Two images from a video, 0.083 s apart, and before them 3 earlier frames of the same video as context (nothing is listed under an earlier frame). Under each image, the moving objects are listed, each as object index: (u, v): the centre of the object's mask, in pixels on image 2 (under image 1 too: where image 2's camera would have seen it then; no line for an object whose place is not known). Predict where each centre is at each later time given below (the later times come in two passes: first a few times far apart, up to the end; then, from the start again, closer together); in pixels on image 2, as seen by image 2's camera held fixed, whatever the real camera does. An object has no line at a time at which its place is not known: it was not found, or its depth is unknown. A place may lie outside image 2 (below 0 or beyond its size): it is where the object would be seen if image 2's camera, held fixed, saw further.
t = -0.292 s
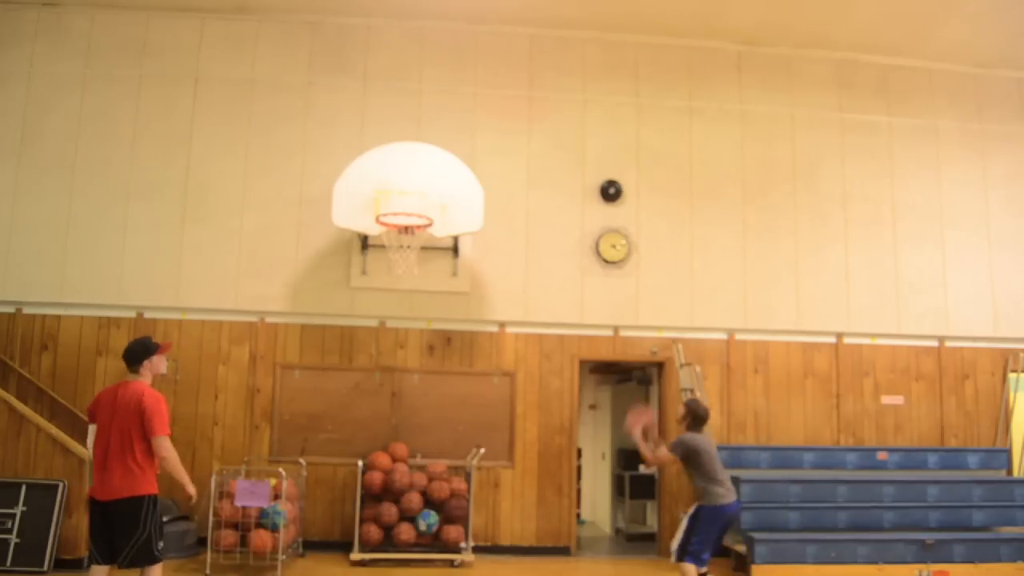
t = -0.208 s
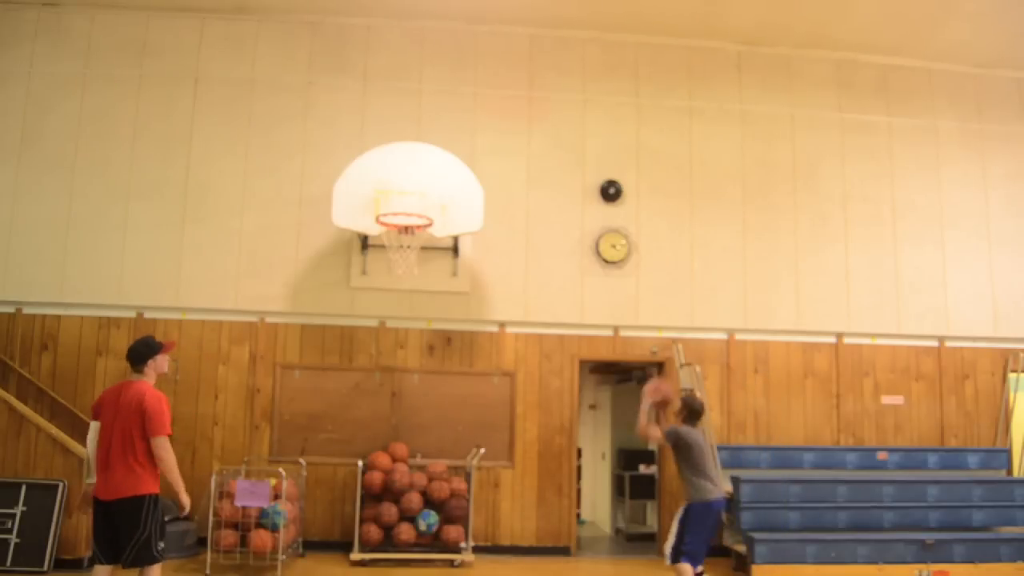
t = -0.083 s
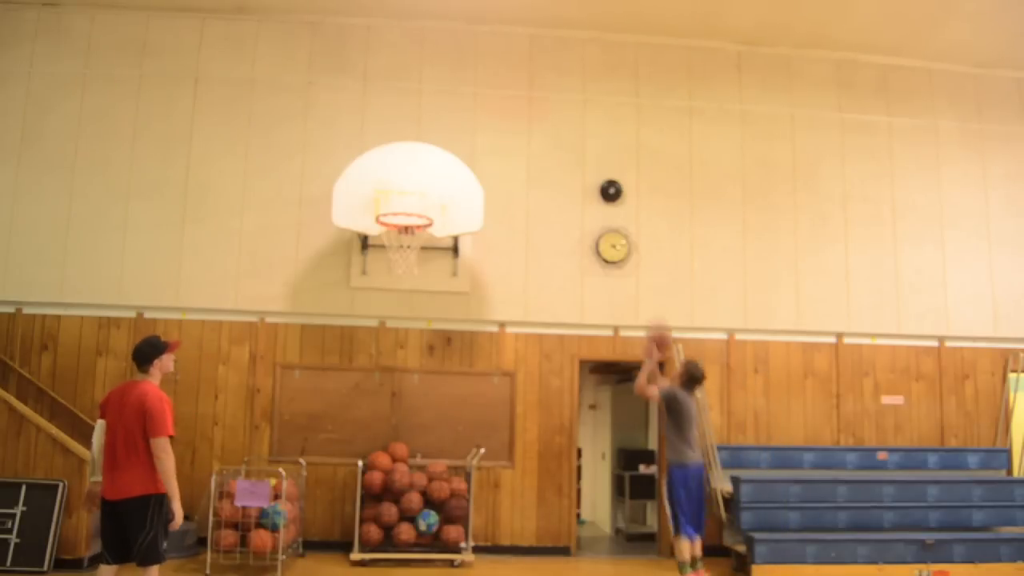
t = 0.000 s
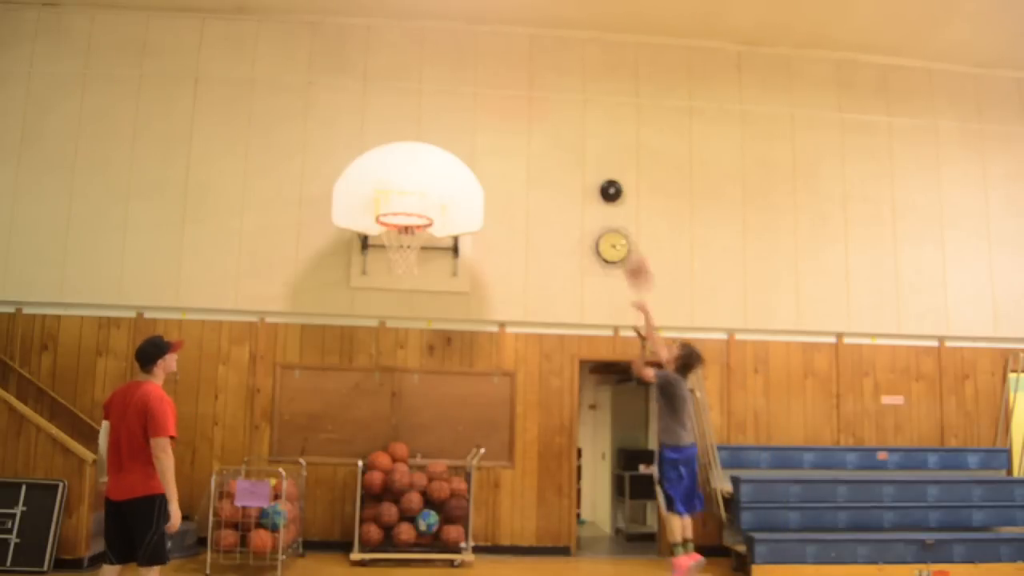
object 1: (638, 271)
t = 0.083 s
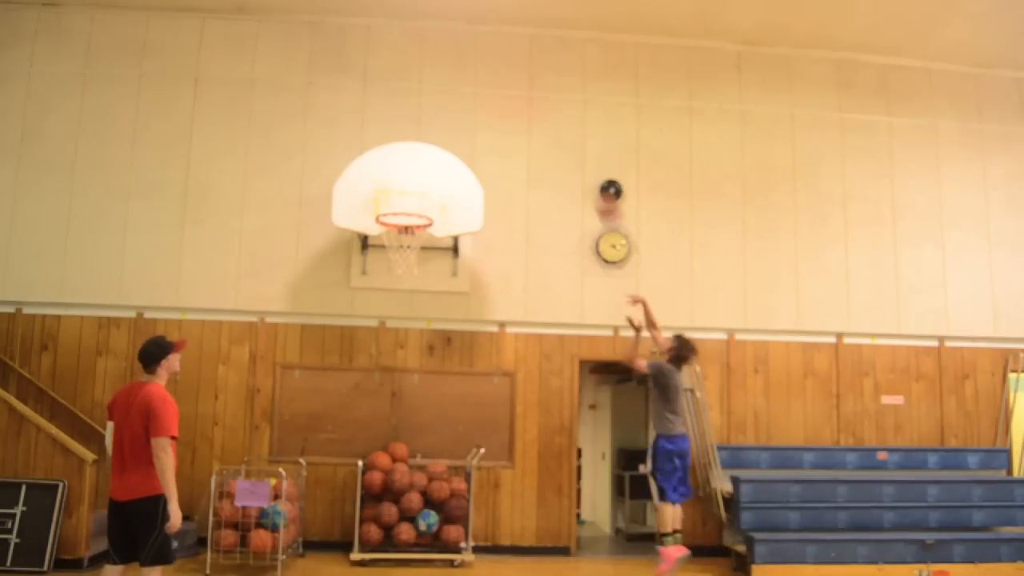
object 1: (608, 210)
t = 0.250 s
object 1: (558, 123)
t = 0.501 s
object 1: (497, 60)
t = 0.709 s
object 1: (478, 36)
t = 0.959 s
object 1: (449, 58)
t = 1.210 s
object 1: (413, 149)
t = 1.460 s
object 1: (397, 181)
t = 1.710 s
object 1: (395, 202)
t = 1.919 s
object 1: (395, 191)
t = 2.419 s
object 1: (397, 201)
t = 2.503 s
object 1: (398, 210)
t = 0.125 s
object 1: (596, 184)
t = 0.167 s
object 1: (581, 160)
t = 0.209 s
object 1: (570, 141)
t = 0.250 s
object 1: (558, 123)
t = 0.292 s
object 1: (547, 108)
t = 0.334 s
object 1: (535, 94)
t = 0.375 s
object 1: (525, 83)
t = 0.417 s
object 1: (515, 74)
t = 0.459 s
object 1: (505, 66)
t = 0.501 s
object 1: (497, 60)
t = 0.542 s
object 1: (494, 52)
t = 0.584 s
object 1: (490, 46)
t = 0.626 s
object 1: (486, 41)
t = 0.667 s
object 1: (482, 38)
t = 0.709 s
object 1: (478, 36)
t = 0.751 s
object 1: (473, 36)
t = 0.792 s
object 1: (469, 37)
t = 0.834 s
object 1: (464, 40)
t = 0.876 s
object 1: (459, 44)
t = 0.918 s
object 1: (455, 50)
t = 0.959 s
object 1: (449, 58)
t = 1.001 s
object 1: (443, 68)
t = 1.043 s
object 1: (438, 80)
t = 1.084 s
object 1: (432, 93)
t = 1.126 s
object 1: (426, 110)
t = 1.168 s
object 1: (420, 128)
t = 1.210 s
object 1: (413, 149)
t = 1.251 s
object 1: (406, 172)
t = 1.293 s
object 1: (398, 198)
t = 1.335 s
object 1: (397, 196)
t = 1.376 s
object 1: (397, 189)
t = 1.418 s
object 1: (397, 184)
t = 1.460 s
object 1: (397, 181)
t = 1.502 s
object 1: (397, 180)
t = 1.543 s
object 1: (397, 181)
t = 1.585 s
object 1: (397, 184)
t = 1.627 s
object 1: (396, 188)
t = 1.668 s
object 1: (396, 194)
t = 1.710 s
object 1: (395, 202)
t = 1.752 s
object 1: (394, 209)
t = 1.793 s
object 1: (395, 202)
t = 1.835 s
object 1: (395, 198)
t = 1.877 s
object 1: (395, 194)
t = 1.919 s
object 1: (395, 191)
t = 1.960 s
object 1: (395, 191)
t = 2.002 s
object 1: (395, 192)
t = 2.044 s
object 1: (395, 196)
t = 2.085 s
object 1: (395, 200)
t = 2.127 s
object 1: (395, 206)
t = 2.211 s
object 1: (396, 202)
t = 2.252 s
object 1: (396, 198)
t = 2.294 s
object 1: (396, 197)
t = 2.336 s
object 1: (397, 197)
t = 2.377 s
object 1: (397, 198)
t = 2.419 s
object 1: (397, 201)
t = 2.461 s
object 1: (397, 206)
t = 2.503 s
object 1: (398, 210)
